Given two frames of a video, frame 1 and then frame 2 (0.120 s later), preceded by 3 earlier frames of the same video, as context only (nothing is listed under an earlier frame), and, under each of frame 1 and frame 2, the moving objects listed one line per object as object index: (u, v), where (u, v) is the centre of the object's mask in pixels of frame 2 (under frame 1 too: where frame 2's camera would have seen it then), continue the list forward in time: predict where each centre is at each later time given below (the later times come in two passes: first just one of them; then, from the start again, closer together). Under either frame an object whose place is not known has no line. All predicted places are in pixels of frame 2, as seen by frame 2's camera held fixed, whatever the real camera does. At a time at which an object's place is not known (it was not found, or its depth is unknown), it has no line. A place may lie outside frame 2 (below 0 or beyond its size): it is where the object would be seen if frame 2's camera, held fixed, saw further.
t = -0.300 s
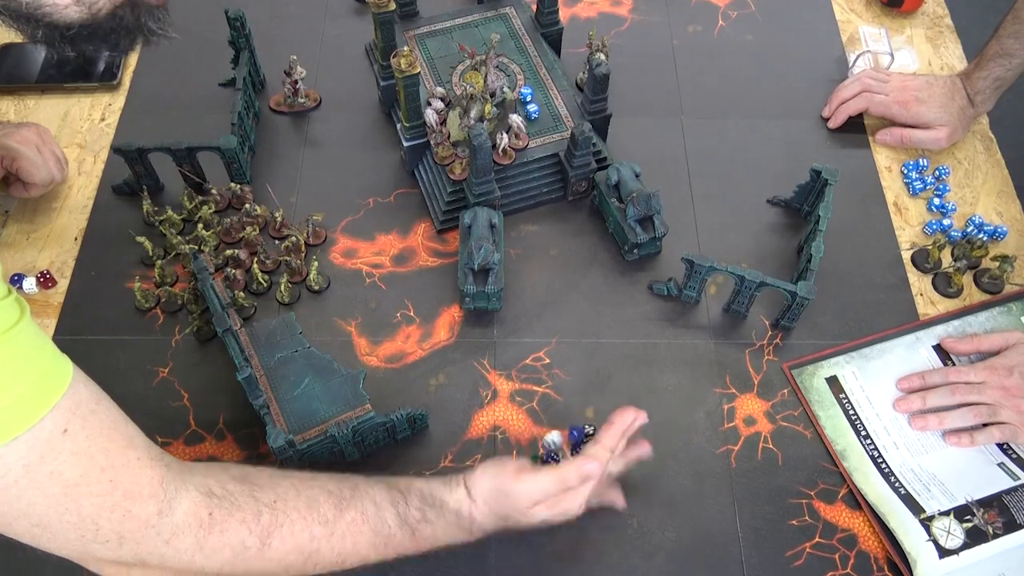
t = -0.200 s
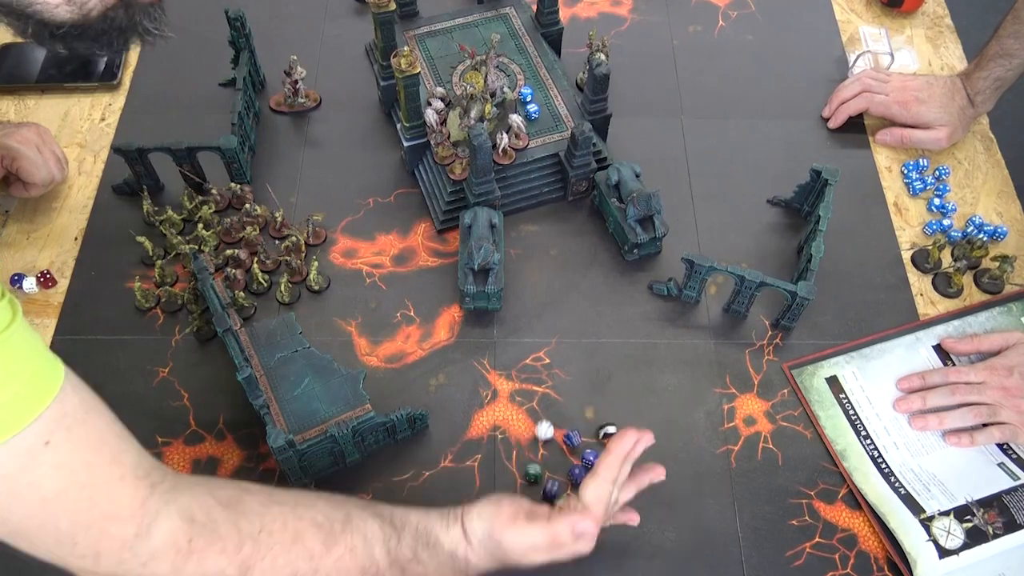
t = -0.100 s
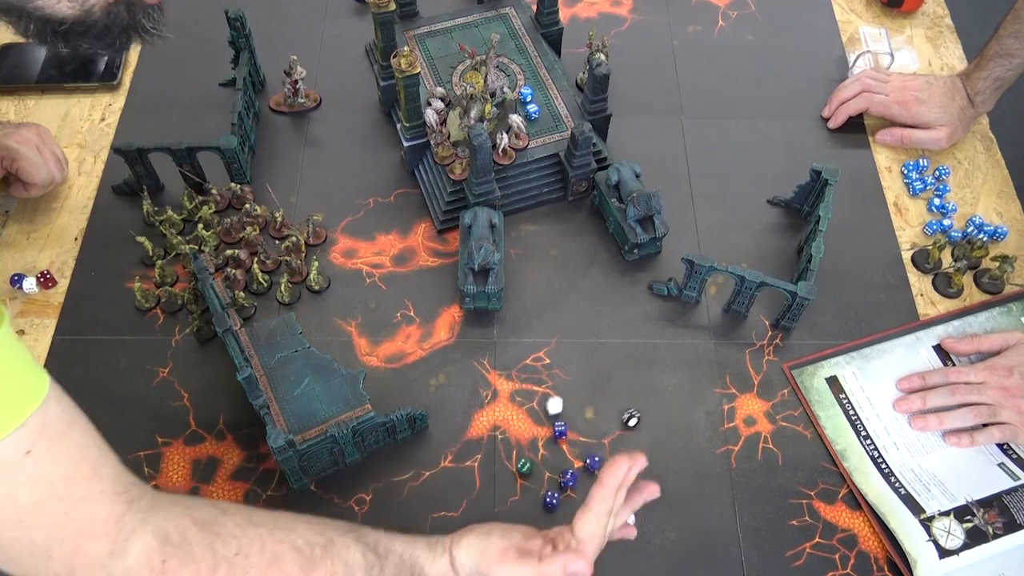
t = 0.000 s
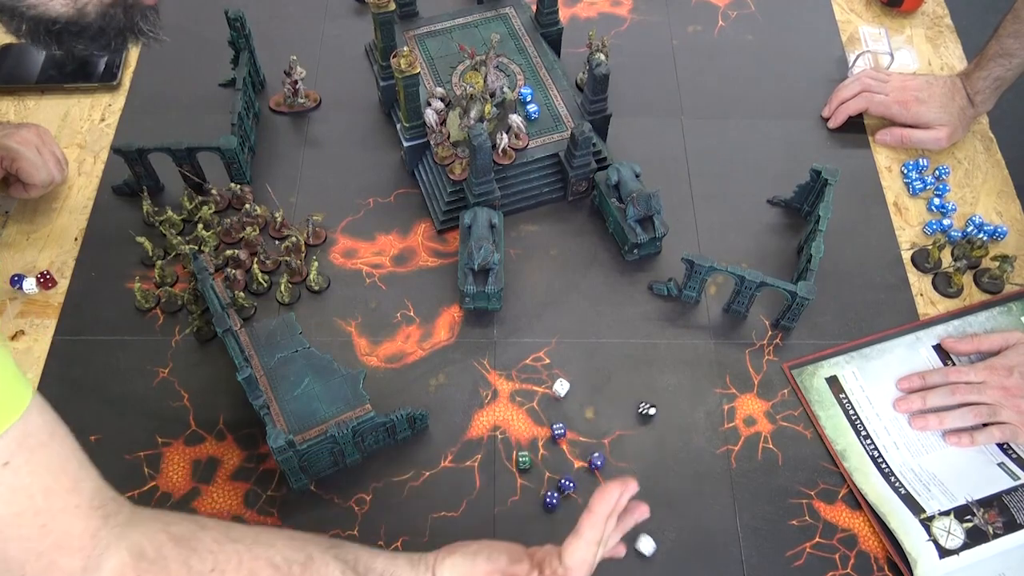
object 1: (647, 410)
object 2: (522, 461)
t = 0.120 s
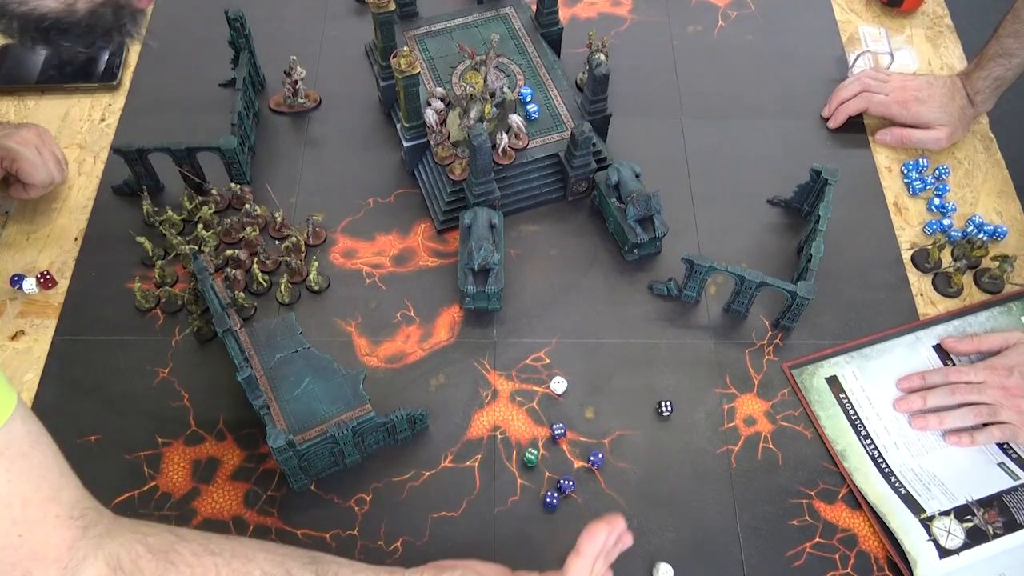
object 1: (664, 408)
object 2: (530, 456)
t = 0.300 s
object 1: (664, 404)
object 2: (533, 467)
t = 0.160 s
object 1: (666, 406)
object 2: (532, 459)
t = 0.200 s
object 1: (666, 404)
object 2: (534, 461)
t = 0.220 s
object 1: (664, 404)
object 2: (535, 462)
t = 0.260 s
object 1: (664, 404)
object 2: (533, 466)
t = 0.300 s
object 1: (664, 404)
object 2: (533, 467)
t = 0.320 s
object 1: (664, 404)
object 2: (533, 467)
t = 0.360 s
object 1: (664, 404)
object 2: (533, 467)
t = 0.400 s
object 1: (664, 404)
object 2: (533, 467)
